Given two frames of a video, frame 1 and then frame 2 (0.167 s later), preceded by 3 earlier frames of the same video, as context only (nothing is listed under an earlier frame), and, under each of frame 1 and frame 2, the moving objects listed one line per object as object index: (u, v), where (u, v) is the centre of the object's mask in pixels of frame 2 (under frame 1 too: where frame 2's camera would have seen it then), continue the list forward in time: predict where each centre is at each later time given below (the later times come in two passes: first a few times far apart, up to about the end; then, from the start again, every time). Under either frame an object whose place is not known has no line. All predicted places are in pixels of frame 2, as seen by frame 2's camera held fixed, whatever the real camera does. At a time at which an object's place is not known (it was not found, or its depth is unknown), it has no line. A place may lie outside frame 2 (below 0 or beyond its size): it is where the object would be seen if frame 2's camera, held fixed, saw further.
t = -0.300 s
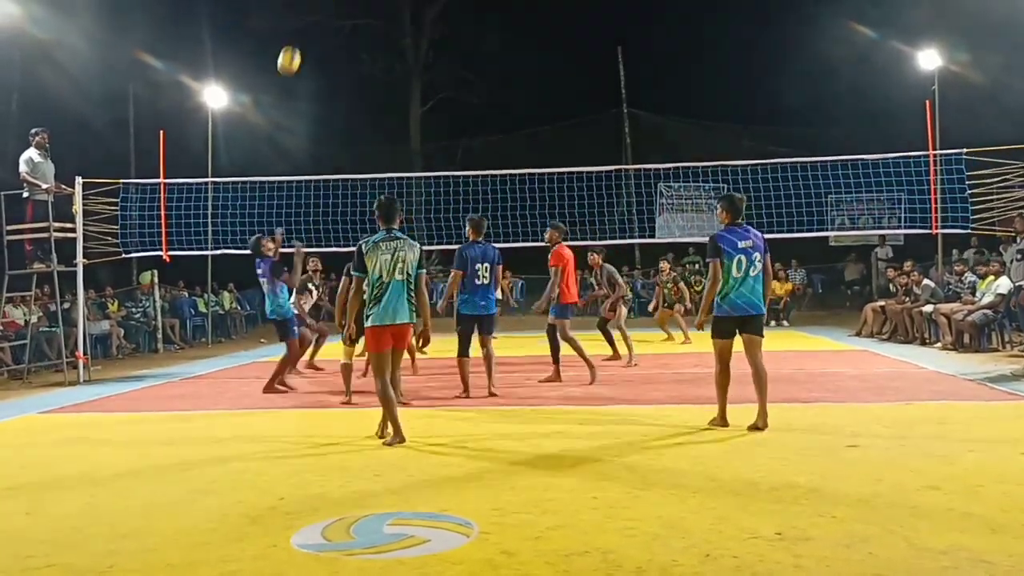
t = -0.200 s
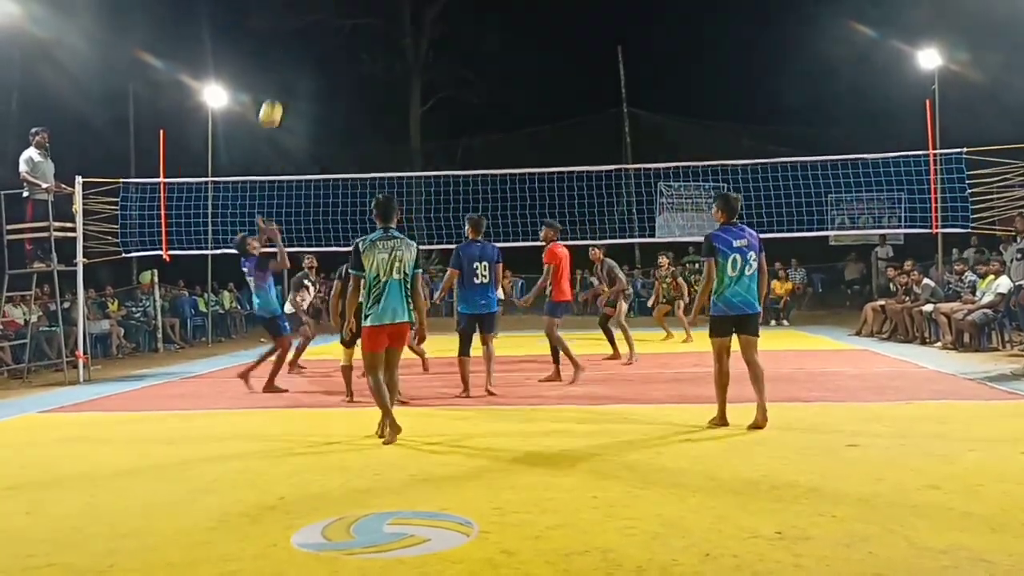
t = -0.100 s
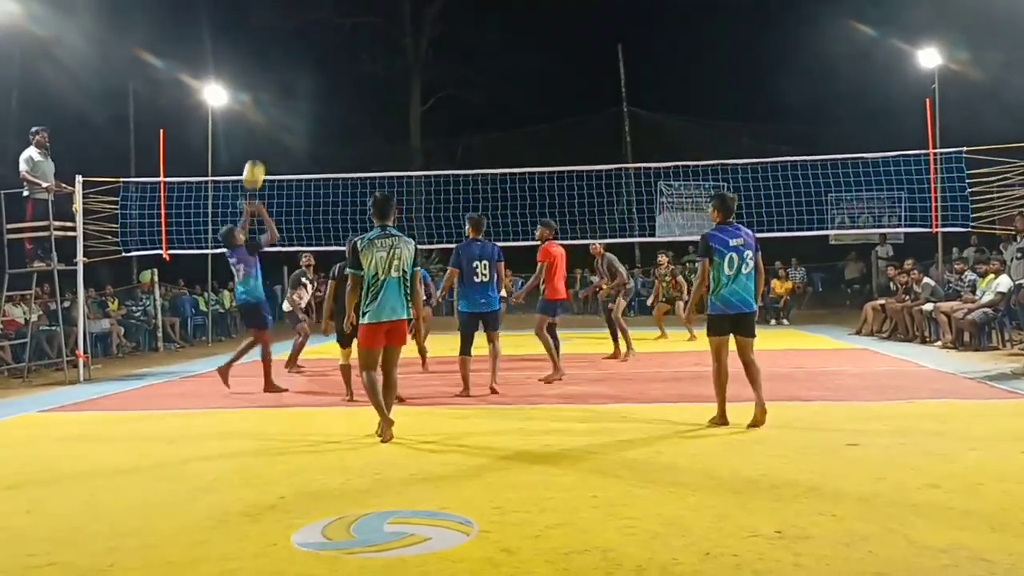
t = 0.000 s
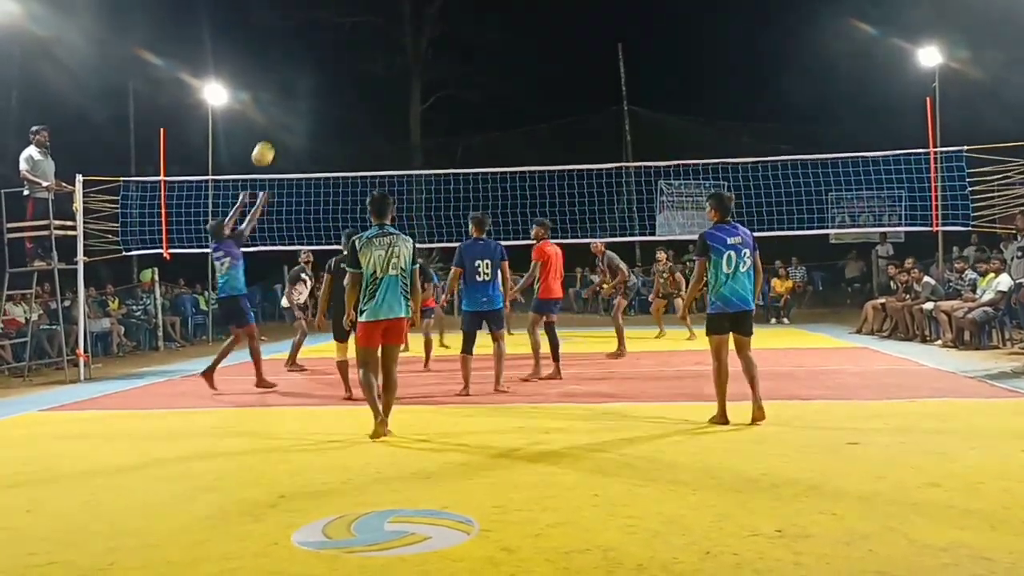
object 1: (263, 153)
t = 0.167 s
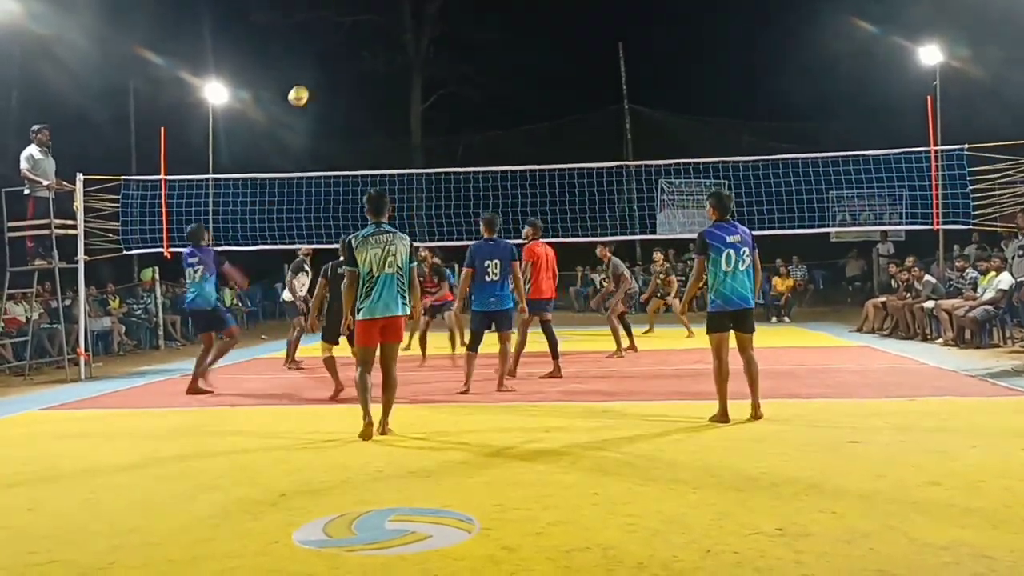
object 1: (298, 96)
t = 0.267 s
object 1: (316, 78)
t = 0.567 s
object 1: (355, 79)
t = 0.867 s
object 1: (382, 134)
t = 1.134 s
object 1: (398, 212)
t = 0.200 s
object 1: (304, 89)
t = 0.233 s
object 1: (311, 83)
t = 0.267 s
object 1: (316, 78)
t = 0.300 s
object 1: (321, 75)
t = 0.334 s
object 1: (326, 72)
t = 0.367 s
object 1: (331, 71)
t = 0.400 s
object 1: (336, 70)
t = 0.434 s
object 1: (340, 70)
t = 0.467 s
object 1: (344, 72)
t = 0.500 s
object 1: (348, 73)
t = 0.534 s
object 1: (352, 76)
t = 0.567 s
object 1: (355, 79)
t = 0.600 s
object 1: (358, 83)
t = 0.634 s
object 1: (361, 87)
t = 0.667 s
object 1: (365, 93)
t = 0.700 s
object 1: (368, 98)
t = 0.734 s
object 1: (371, 104)
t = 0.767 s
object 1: (374, 111)
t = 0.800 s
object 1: (377, 118)
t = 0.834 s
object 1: (380, 126)
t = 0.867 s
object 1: (382, 134)
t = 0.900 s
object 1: (384, 142)
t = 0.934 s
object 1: (386, 152)
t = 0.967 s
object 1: (389, 160)
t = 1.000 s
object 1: (391, 170)
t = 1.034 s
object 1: (393, 180)
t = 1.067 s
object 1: (394, 190)
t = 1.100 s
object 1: (396, 201)
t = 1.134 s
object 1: (398, 212)
